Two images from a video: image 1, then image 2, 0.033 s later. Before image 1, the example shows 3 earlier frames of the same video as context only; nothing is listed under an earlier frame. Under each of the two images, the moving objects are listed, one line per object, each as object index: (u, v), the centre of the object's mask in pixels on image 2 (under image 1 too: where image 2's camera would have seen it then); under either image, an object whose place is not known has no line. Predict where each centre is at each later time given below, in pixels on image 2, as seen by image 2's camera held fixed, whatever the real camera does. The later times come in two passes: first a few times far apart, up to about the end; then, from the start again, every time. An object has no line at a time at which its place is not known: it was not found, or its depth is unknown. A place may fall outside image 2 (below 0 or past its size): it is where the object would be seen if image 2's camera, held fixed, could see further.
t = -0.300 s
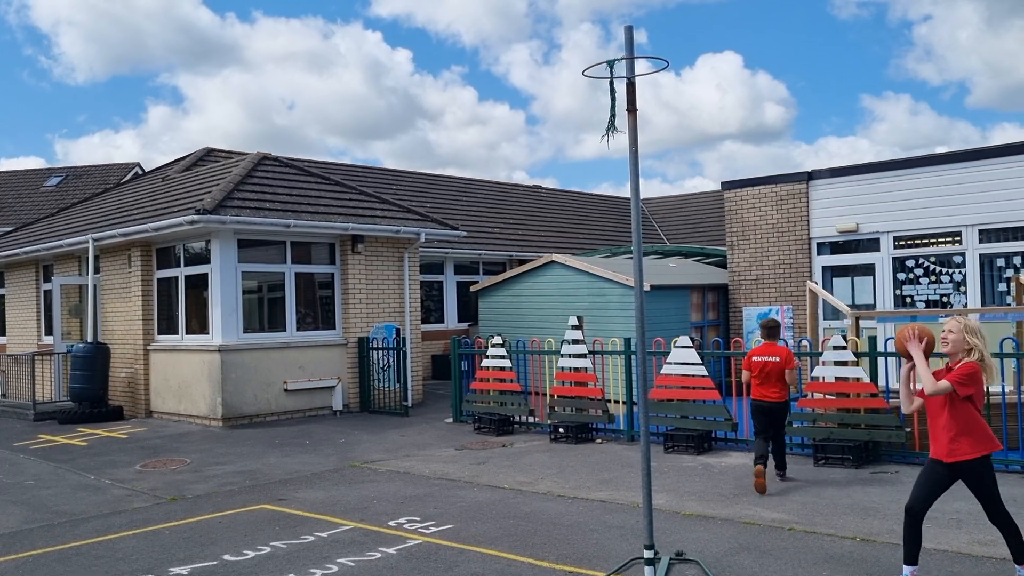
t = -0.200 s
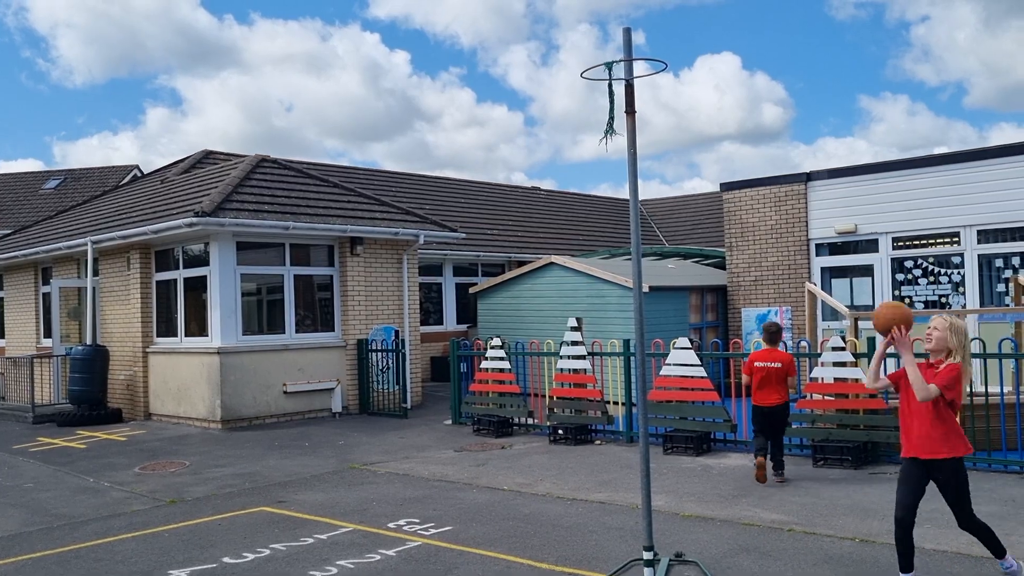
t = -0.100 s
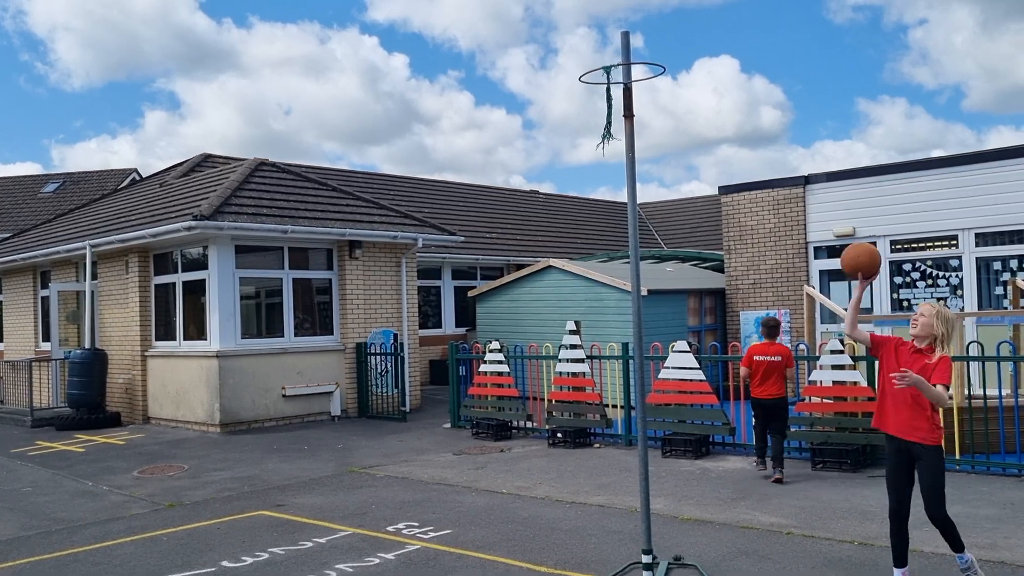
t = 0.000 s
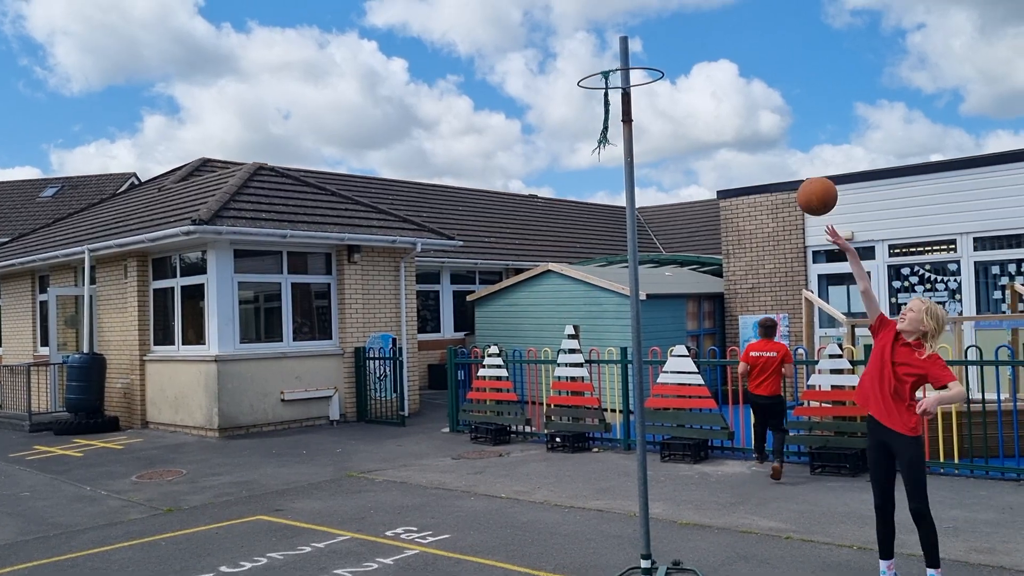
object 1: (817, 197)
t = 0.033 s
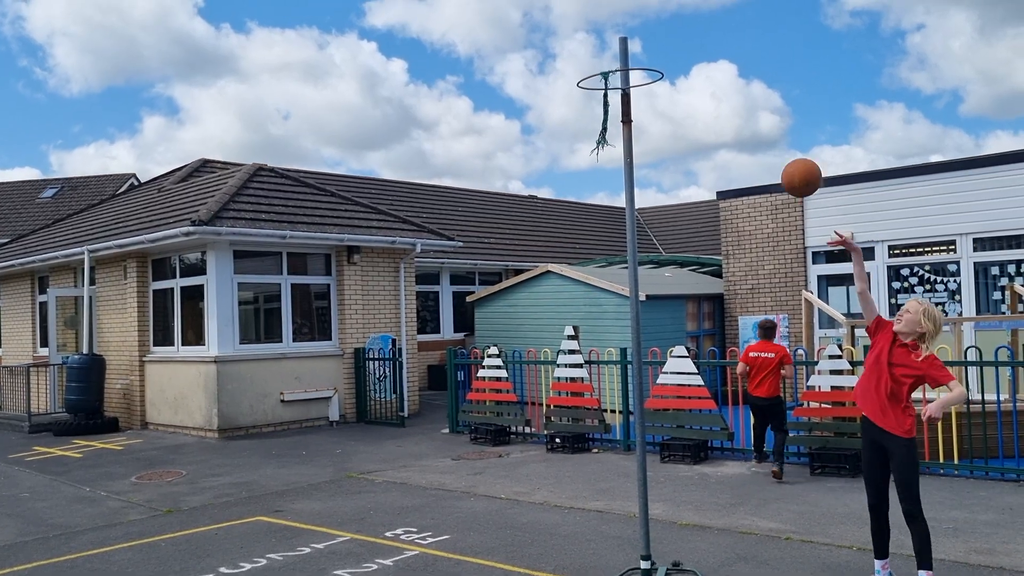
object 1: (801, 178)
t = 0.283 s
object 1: (682, 93)
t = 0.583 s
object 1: (643, 234)
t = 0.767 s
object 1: (626, 424)
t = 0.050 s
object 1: (794, 168)
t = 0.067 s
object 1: (786, 160)
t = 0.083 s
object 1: (778, 152)
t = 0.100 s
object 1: (770, 144)
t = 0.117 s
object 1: (762, 137)
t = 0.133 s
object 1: (754, 130)
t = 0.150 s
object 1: (746, 124)
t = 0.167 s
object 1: (738, 119)
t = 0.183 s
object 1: (730, 113)
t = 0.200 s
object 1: (722, 109)
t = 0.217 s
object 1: (714, 105)
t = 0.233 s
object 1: (706, 101)
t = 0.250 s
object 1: (698, 98)
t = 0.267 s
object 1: (690, 95)
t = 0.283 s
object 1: (682, 93)
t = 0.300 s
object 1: (674, 92)
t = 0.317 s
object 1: (669, 92)
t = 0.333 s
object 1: (667, 94)
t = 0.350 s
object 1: (665, 100)
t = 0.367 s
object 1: (663, 105)
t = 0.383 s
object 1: (662, 112)
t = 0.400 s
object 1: (660, 119)
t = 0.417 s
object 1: (658, 126)
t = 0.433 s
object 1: (657, 134)
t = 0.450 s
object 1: (656, 143)
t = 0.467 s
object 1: (654, 152)
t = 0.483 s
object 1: (652, 162)
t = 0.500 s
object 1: (651, 173)
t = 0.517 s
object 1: (649, 183)
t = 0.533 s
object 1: (648, 195)
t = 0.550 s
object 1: (646, 208)
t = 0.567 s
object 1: (645, 220)
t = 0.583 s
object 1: (643, 234)
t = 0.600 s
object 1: (641, 248)
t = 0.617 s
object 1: (640, 263)
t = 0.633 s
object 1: (639, 278)
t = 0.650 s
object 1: (637, 295)
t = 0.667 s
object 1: (635, 311)
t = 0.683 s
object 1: (634, 329)
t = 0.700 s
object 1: (632, 346)
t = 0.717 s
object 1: (631, 365)
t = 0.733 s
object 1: (629, 384)
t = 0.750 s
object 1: (627, 404)
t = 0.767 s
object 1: (626, 424)
